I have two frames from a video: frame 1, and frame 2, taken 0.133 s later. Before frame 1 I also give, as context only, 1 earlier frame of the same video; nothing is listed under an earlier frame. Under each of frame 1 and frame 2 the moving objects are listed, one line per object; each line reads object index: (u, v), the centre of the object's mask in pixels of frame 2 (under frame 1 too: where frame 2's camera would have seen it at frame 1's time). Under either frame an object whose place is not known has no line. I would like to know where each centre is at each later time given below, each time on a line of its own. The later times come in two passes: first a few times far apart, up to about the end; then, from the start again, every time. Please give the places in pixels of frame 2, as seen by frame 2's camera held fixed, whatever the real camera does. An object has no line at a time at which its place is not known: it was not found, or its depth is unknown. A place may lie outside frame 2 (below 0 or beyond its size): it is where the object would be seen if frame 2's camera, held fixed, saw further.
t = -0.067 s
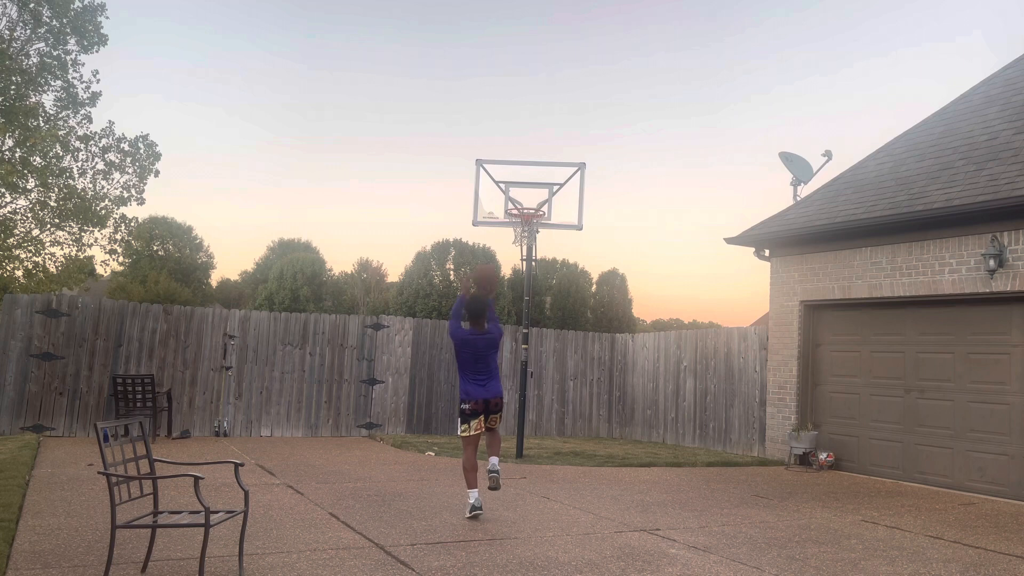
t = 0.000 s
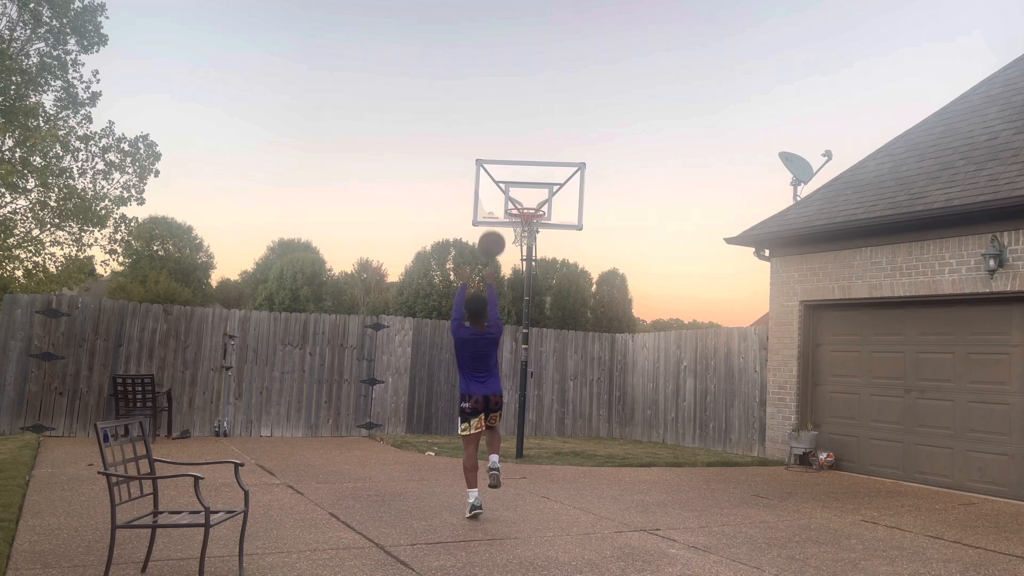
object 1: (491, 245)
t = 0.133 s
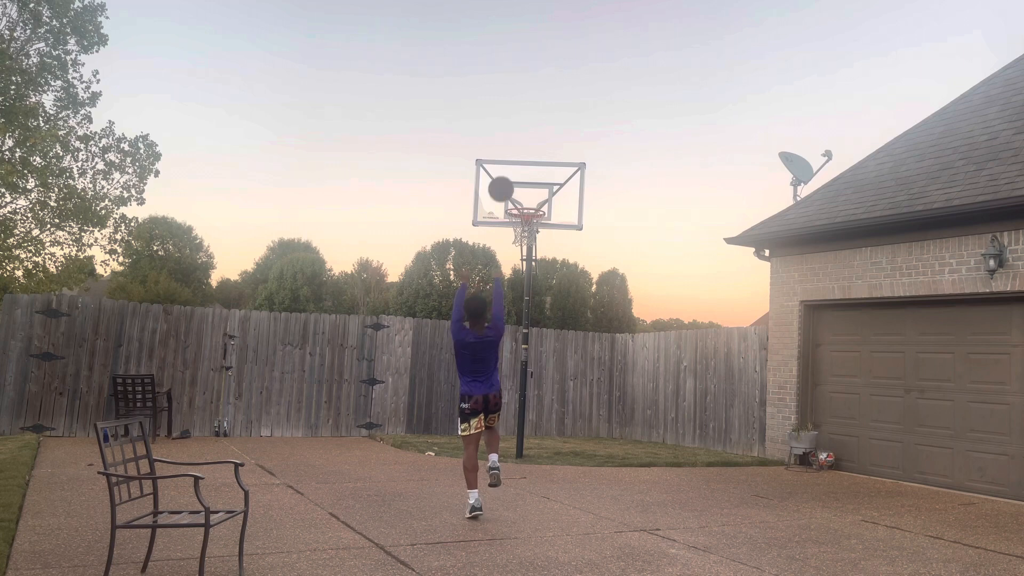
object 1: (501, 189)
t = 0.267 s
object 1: (508, 157)
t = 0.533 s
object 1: (518, 150)
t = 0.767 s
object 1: (522, 192)
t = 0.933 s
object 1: (522, 235)
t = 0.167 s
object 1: (503, 179)
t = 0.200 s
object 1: (505, 171)
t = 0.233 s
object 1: (507, 163)
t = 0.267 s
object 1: (508, 157)
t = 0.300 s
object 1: (510, 153)
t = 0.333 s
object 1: (511, 149)
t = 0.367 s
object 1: (512, 147)
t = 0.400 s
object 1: (514, 145)
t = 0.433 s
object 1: (515, 145)
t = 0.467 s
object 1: (516, 146)
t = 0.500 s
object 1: (517, 147)
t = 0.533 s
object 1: (518, 150)
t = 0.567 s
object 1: (518, 153)
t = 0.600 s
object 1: (519, 158)
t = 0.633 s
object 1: (520, 163)
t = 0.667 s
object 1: (520, 169)
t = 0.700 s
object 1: (521, 176)
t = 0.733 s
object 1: (521, 183)
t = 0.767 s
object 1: (522, 192)
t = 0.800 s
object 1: (522, 200)
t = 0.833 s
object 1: (522, 208)
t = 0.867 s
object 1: (522, 221)
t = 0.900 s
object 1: (519, 233)
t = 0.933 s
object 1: (522, 235)
